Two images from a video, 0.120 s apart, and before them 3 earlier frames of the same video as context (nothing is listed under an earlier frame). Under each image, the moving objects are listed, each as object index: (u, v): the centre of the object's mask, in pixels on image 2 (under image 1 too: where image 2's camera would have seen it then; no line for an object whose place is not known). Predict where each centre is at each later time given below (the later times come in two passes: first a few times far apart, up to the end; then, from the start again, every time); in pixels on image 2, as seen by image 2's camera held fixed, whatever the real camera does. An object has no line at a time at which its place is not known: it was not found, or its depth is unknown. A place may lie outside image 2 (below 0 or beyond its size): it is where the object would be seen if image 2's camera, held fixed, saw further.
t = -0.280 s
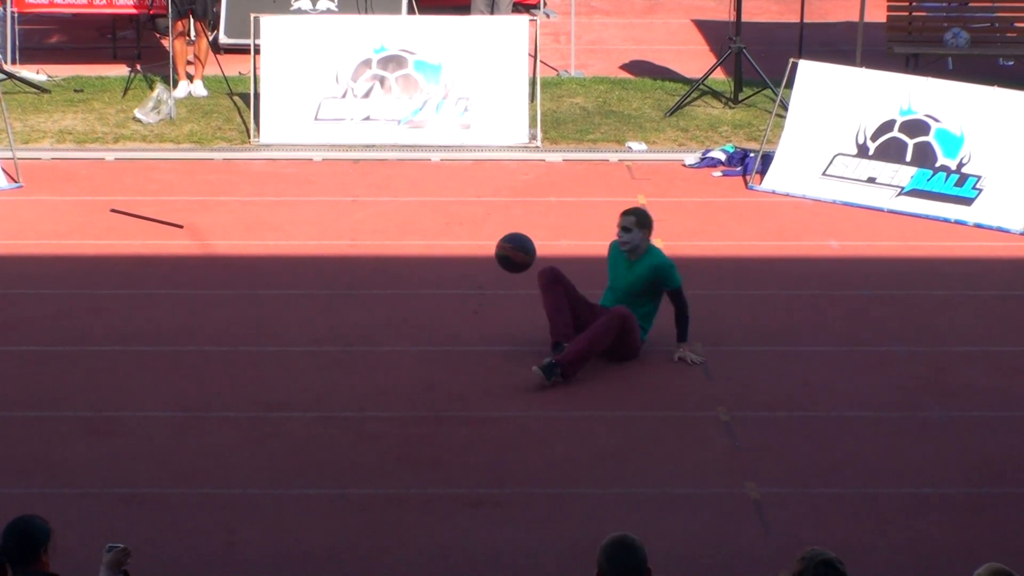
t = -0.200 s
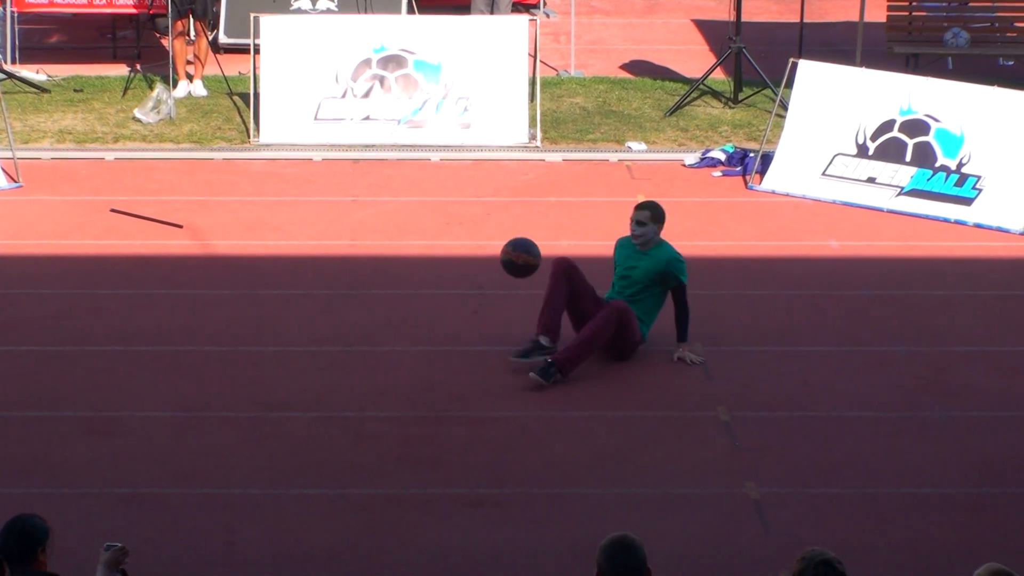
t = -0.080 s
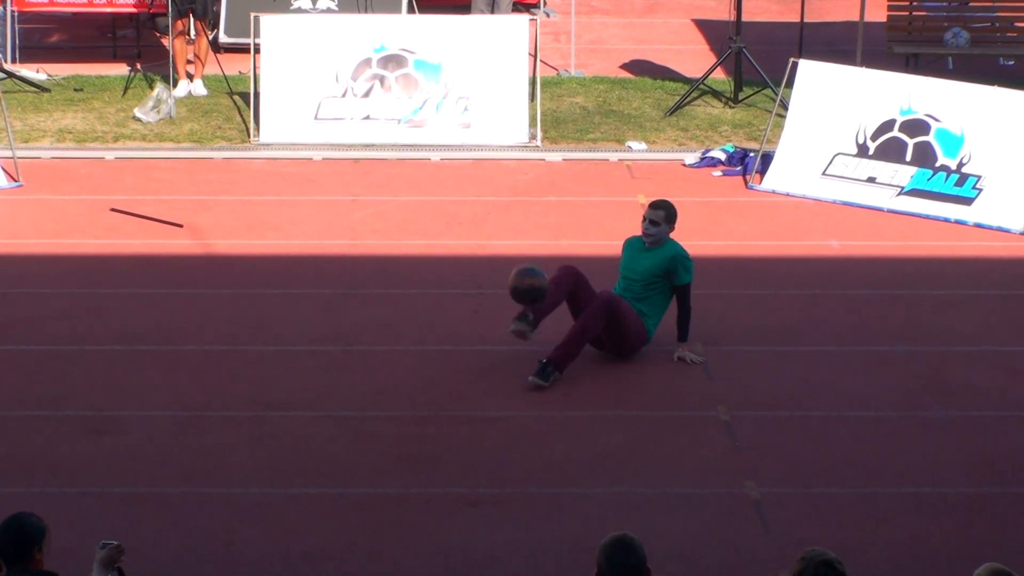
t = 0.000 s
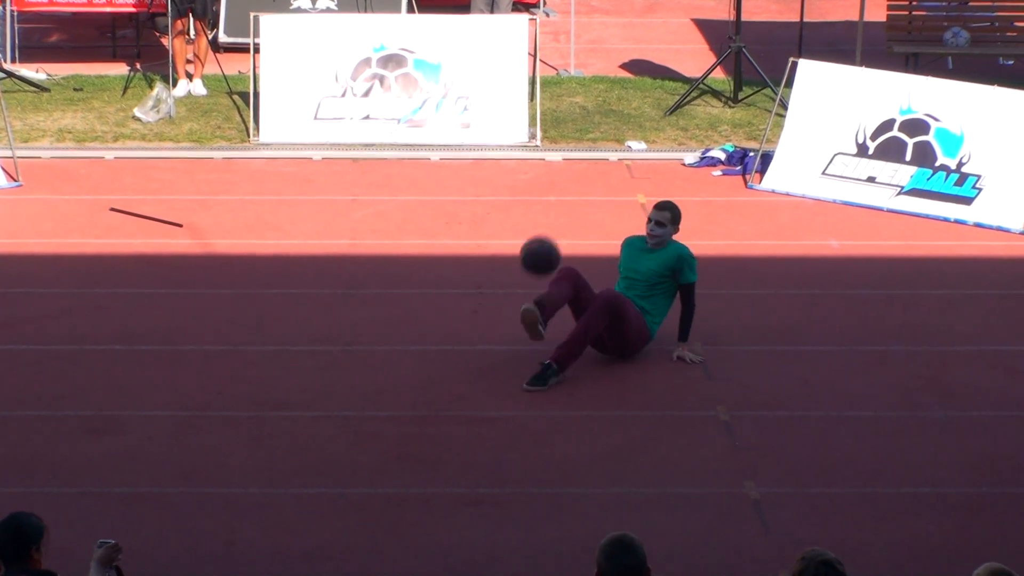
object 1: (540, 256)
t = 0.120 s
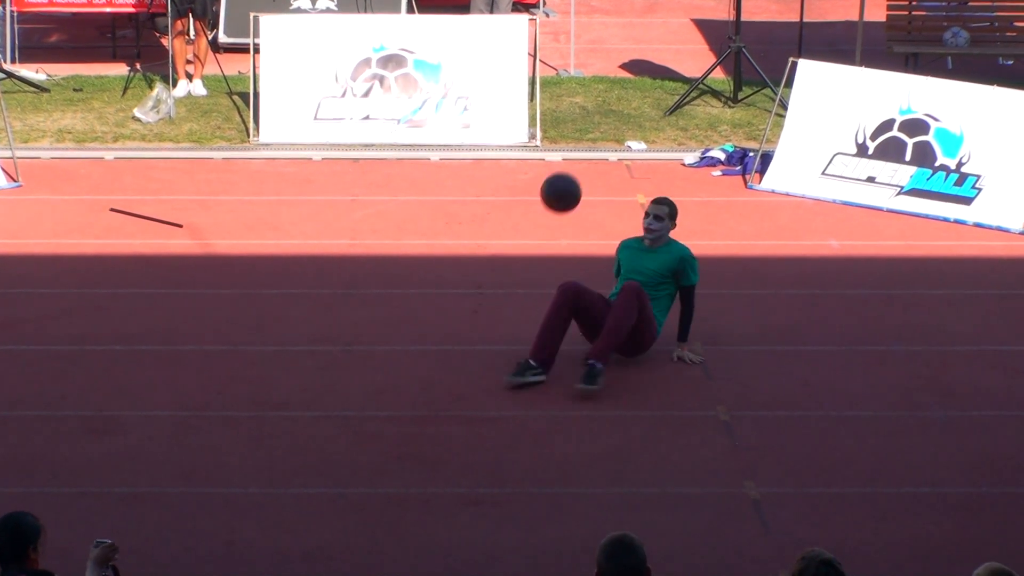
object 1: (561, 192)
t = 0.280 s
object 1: (589, 146)
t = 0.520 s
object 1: (630, 163)
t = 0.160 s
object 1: (568, 177)
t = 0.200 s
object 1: (574, 163)
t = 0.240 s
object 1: (581, 153)
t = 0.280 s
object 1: (589, 146)
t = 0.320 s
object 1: (595, 142)
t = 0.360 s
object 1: (602, 140)
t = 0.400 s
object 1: (609, 141)
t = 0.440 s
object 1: (616, 146)
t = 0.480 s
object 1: (623, 153)
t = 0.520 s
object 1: (630, 163)
